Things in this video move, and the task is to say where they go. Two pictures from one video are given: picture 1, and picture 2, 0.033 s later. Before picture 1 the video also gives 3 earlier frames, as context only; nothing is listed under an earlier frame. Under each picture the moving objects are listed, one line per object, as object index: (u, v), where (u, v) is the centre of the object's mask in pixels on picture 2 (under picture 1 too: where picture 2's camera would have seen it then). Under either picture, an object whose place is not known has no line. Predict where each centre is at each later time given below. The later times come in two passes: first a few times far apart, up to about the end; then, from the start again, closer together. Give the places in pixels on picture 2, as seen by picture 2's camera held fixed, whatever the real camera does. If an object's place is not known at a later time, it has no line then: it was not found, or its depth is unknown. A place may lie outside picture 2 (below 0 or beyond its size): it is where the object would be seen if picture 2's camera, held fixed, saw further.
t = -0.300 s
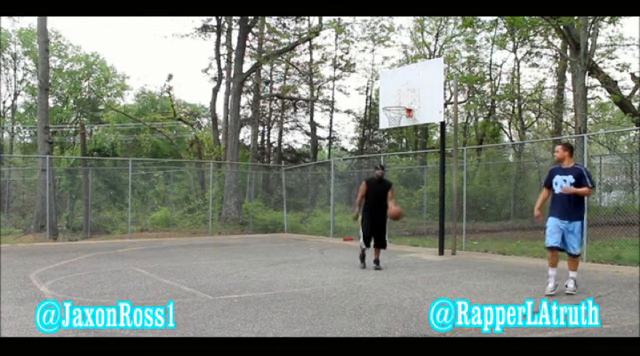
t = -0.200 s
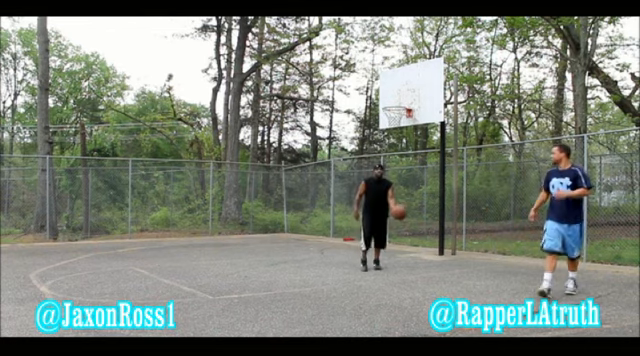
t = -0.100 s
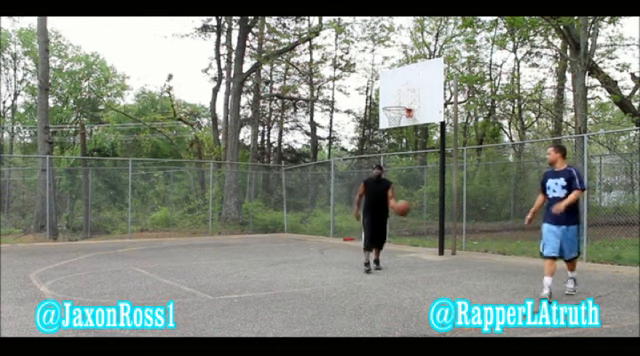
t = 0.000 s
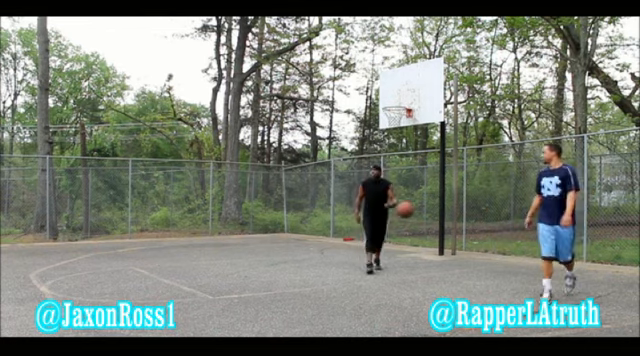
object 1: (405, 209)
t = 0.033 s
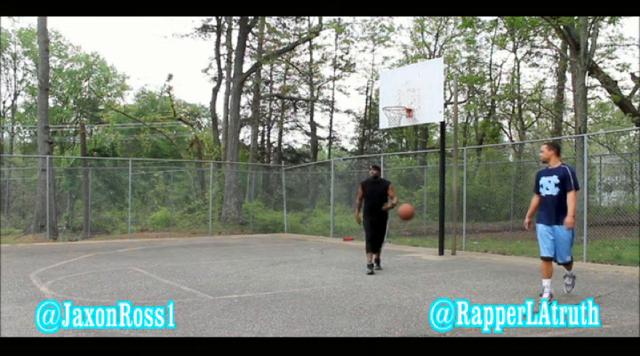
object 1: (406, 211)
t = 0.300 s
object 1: (414, 263)
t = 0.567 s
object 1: (419, 249)
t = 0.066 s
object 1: (407, 214)
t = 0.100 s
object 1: (407, 218)
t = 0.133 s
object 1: (408, 223)
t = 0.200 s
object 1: (410, 236)
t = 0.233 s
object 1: (412, 244)
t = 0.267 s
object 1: (413, 253)
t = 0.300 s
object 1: (414, 263)
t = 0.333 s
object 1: (414, 274)
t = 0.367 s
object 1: (415, 283)
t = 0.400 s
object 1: (416, 278)
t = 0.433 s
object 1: (417, 271)
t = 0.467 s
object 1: (417, 264)
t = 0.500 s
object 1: (418, 258)
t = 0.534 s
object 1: (419, 253)
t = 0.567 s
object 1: (419, 249)
